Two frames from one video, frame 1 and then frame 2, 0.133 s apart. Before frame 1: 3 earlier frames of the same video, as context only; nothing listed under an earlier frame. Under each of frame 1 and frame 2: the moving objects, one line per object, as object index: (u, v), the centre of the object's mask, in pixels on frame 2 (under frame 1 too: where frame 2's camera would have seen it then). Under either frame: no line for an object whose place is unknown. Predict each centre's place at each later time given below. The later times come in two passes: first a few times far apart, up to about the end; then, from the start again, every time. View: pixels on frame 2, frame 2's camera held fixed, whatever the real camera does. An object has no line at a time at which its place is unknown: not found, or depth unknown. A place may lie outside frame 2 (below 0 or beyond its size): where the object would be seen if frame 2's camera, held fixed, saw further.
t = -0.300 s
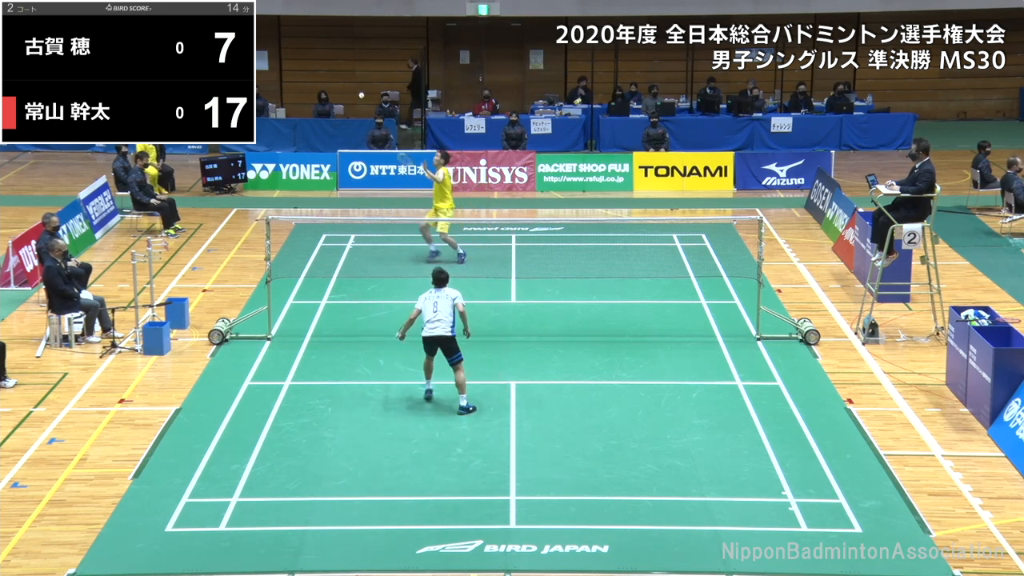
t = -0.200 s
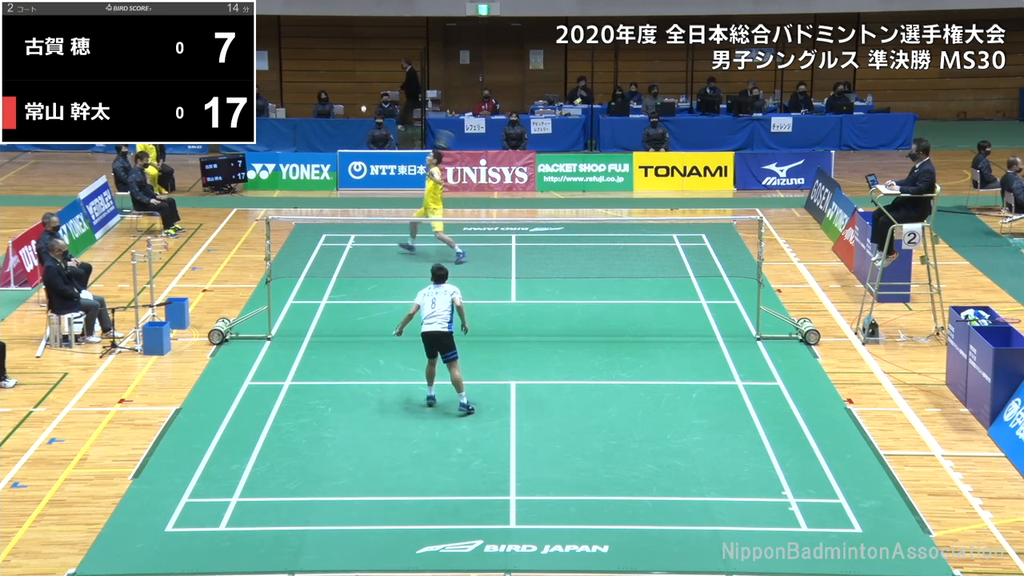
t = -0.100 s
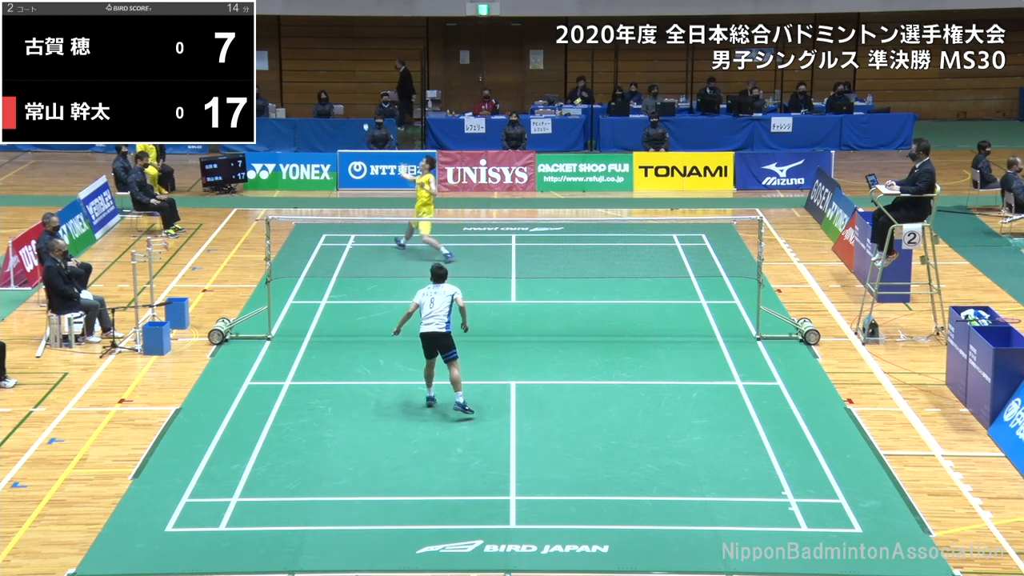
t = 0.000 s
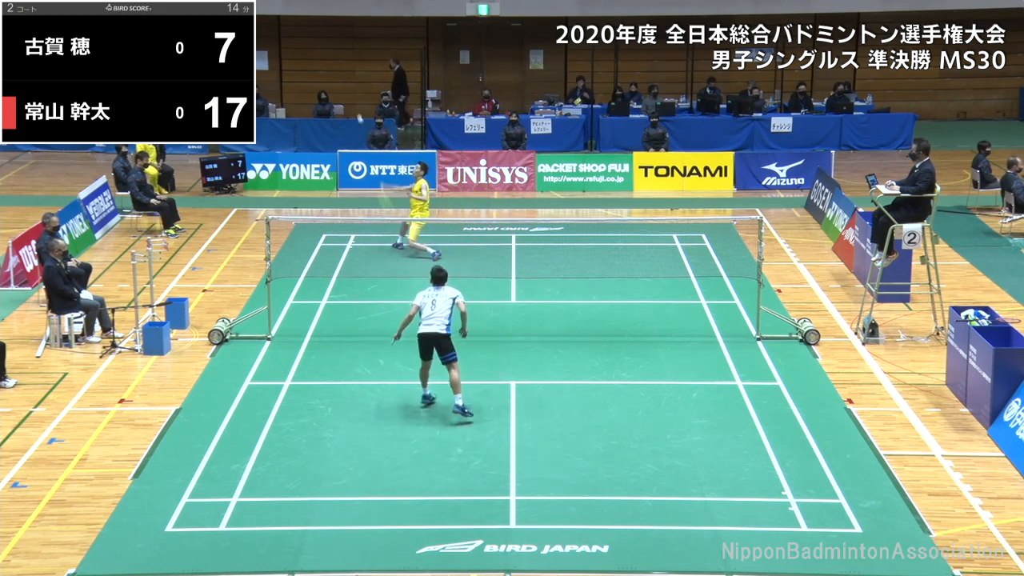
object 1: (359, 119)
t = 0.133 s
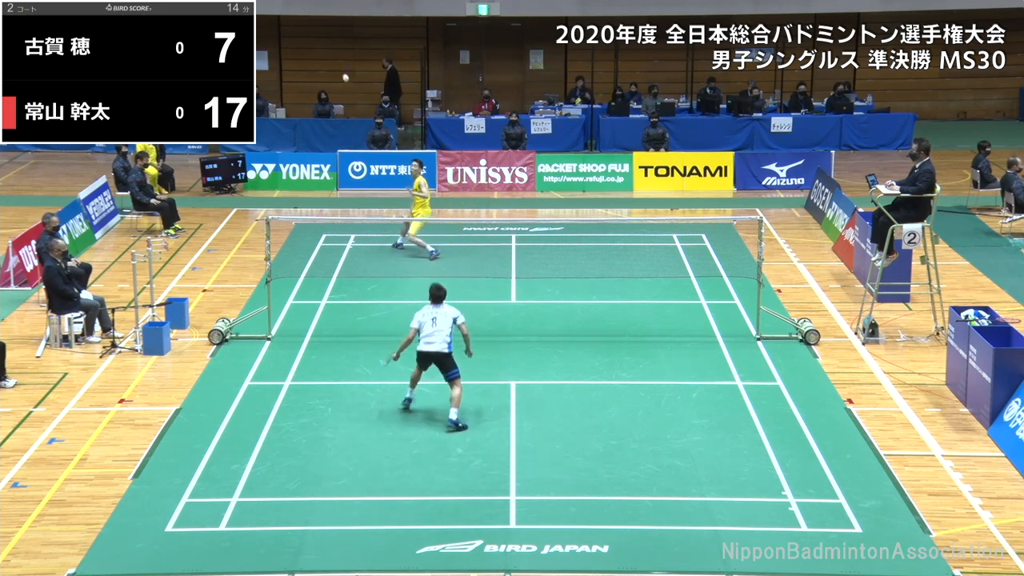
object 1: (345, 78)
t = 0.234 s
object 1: (337, 63)
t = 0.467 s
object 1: (322, 65)
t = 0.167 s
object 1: (342, 72)
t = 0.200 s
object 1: (340, 67)
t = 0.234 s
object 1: (337, 63)
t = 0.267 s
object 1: (335, 60)
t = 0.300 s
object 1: (333, 59)
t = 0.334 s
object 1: (330, 58)
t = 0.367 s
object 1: (328, 59)
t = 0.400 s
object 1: (326, 60)
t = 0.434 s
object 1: (324, 62)
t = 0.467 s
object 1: (322, 65)
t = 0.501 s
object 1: (320, 69)
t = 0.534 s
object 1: (318, 74)
